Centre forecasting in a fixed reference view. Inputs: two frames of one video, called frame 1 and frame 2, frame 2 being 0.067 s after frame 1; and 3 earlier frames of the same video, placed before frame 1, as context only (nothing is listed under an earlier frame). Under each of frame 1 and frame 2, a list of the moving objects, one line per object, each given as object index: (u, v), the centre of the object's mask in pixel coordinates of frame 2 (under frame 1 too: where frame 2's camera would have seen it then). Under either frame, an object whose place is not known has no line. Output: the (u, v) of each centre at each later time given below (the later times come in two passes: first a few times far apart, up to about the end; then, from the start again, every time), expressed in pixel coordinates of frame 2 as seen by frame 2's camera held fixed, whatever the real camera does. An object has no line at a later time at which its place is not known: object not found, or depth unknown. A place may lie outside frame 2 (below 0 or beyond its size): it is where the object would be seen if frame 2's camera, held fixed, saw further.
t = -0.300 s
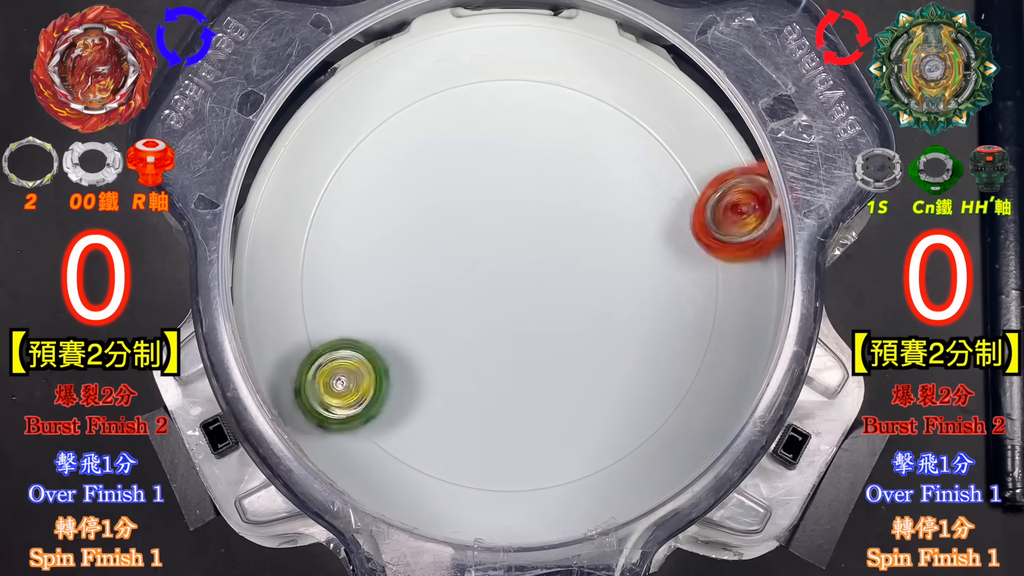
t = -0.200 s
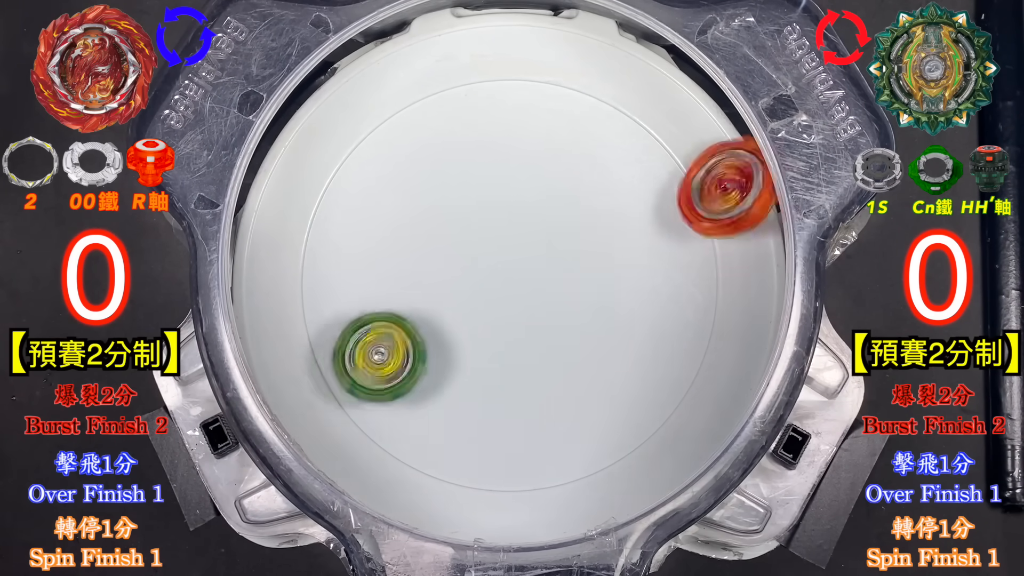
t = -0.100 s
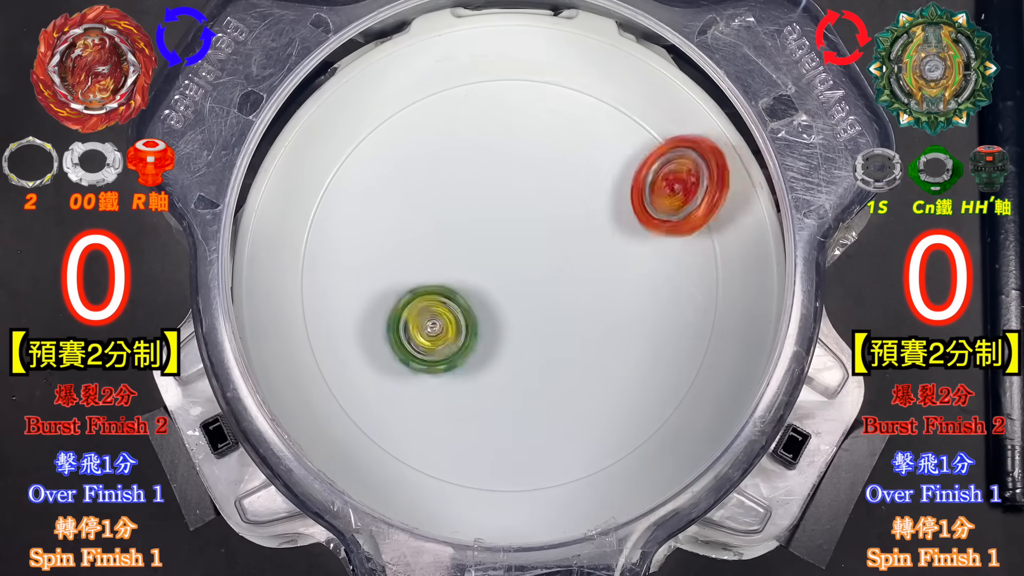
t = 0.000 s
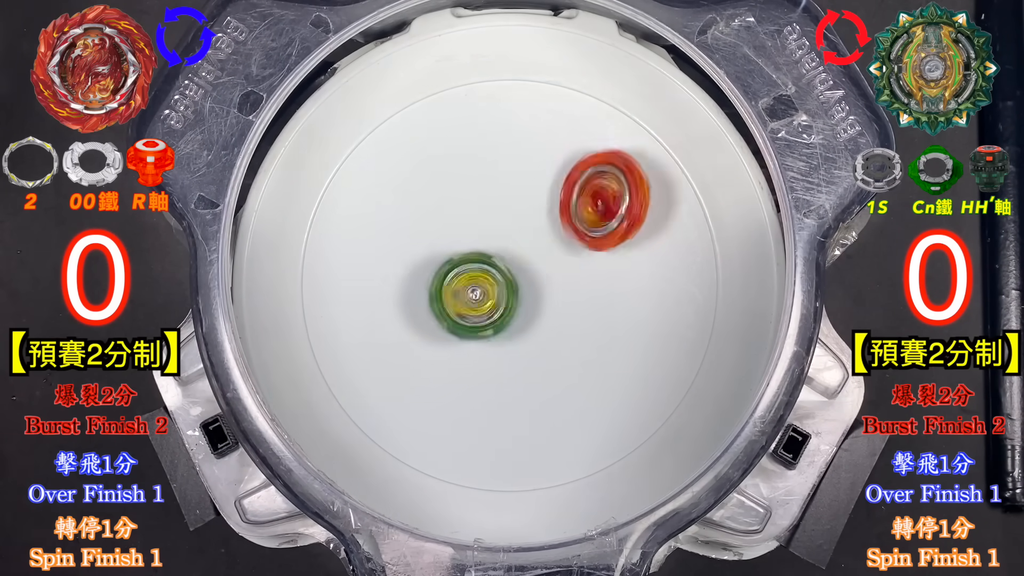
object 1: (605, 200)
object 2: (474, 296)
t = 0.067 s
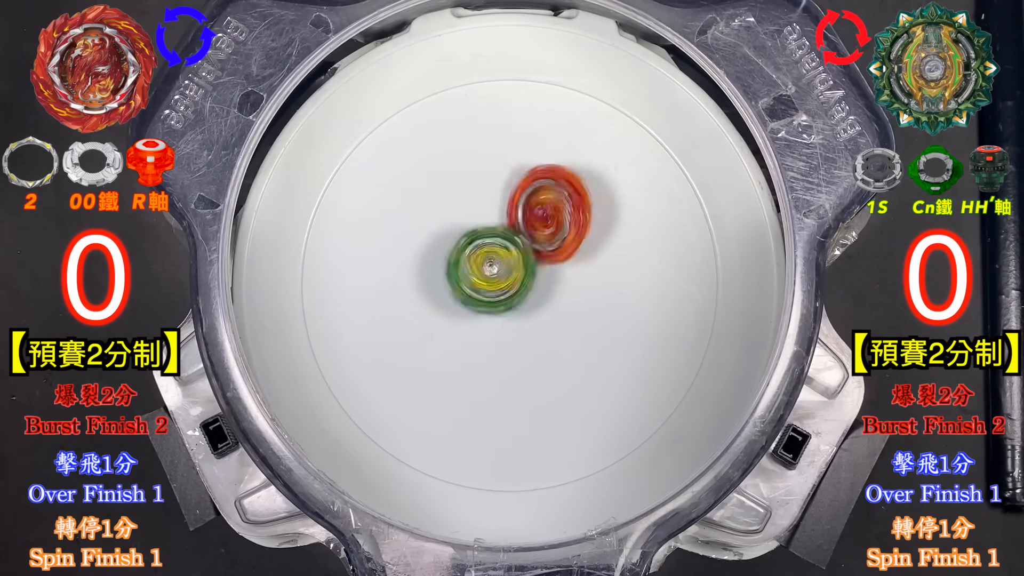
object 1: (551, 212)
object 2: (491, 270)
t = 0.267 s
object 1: (509, 167)
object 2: (414, 328)
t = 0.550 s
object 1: (460, 221)
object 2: (494, 365)
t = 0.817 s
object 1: (449, 257)
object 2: (580, 259)
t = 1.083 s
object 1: (429, 311)
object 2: (539, 171)
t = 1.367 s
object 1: (453, 365)
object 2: (471, 264)
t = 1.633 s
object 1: (516, 416)
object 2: (543, 298)
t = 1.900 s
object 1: (583, 378)
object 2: (563, 249)
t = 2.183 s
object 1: (604, 296)
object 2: (497, 271)
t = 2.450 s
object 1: (567, 227)
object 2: (501, 328)
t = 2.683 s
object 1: (506, 206)
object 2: (544, 300)
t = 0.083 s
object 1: (548, 205)
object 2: (484, 272)
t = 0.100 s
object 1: (545, 197)
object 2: (474, 274)
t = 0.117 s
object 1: (543, 188)
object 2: (465, 280)
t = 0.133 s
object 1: (540, 183)
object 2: (458, 283)
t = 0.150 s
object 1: (537, 177)
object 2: (449, 289)
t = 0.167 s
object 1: (534, 173)
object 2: (443, 297)
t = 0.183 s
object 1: (531, 170)
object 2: (436, 301)
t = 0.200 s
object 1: (528, 168)
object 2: (429, 307)
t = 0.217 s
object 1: (525, 167)
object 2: (425, 312)
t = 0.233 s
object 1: (520, 167)
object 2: (419, 317)
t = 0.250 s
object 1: (514, 167)
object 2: (415, 323)
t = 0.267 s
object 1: (509, 167)
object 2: (414, 328)
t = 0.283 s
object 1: (503, 169)
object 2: (411, 335)
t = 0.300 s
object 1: (498, 171)
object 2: (412, 342)
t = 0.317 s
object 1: (493, 175)
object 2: (412, 345)
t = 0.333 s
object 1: (488, 176)
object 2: (412, 352)
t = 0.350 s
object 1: (483, 180)
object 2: (417, 357)
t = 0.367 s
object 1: (479, 183)
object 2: (419, 360)
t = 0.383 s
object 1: (476, 186)
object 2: (424, 366)
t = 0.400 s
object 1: (472, 189)
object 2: (430, 368)
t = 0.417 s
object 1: (470, 192)
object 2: (434, 371)
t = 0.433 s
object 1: (467, 196)
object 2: (442, 374)
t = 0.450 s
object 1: (465, 199)
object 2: (448, 374)
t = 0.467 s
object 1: (464, 203)
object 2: (455, 376)
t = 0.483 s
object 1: (462, 206)
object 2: (464, 375)
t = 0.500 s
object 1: (462, 210)
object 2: (470, 374)
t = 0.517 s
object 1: (461, 213)
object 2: (480, 373)
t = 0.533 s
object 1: (461, 217)
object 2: (487, 368)
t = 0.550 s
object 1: (460, 221)
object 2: (494, 365)
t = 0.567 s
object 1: (461, 225)
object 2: (503, 359)
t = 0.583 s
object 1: (460, 228)
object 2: (508, 353)
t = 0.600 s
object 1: (461, 231)
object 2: (516, 348)
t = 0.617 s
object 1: (462, 235)
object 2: (522, 339)
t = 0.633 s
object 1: (462, 238)
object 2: (527, 333)
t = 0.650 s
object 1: (463, 242)
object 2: (534, 324)
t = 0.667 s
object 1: (463, 245)
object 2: (536, 316)
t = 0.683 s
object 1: (464, 248)
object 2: (541, 309)
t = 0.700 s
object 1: (464, 251)
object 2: (544, 299)
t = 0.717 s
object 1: (464, 254)
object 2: (548, 294)
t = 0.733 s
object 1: (461, 252)
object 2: (555, 288)
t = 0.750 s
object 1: (458, 252)
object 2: (561, 283)
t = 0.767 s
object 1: (454, 252)
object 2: (568, 279)
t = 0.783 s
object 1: (452, 253)
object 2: (572, 272)
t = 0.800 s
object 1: (450, 254)
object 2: (575, 267)
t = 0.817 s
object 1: (449, 257)
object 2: (580, 259)
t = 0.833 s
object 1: (448, 259)
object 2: (580, 252)
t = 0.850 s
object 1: (446, 262)
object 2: (582, 246)
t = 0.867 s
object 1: (444, 265)
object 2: (582, 238)
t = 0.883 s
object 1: (444, 268)
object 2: (581, 232)
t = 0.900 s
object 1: (441, 270)
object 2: (580, 224)
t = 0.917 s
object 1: (441, 273)
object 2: (577, 217)
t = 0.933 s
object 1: (439, 277)
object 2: (576, 212)
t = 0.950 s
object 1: (438, 281)
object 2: (573, 204)
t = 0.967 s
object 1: (436, 284)
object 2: (570, 200)
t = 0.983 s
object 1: (435, 287)
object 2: (568, 193)
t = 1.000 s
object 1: (433, 292)
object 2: (563, 189)
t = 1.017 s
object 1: (432, 296)
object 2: (560, 184)
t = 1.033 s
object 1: (430, 300)
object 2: (555, 179)
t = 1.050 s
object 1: (430, 303)
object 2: (551, 177)
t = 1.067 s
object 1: (428, 307)
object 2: (546, 172)
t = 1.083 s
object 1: (429, 311)
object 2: (539, 171)
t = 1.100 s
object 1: (427, 315)
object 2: (534, 171)
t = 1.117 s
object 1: (428, 318)
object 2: (526, 170)
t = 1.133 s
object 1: (427, 322)
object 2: (521, 173)
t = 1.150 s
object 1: (428, 326)
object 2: (514, 173)
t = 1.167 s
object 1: (428, 329)
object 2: (507, 178)
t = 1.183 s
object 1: (429, 332)
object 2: (502, 180)
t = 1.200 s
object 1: (429, 336)
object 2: (495, 185)
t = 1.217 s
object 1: (432, 339)
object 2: (491, 192)
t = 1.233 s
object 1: (432, 343)
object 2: (486, 197)
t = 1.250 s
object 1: (435, 345)
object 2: (482, 206)
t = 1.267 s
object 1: (436, 349)
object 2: (479, 212)
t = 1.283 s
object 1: (440, 351)
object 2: (475, 221)
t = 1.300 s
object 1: (441, 354)
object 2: (474, 230)
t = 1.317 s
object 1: (445, 357)
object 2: (471, 237)
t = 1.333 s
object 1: (447, 360)
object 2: (471, 247)
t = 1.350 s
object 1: (451, 362)
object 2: (471, 254)
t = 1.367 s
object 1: (453, 365)
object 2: (471, 264)
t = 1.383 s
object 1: (458, 367)
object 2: (474, 272)
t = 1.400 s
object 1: (460, 370)
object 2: (474, 279)
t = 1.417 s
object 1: (462, 377)
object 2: (479, 282)
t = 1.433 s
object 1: (464, 386)
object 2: (482, 282)
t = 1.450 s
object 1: (468, 392)
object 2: (488, 285)
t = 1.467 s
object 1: (472, 399)
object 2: (493, 286)
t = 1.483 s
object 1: (477, 404)
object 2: (497, 289)
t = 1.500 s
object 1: (481, 407)
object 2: (503, 290)
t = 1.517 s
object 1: (486, 410)
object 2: (506, 291)
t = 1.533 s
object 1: (490, 412)
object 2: (513, 293)
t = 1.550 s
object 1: (495, 414)
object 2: (517, 294)
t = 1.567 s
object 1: (499, 415)
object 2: (522, 297)
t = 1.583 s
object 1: (504, 416)
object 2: (529, 296)
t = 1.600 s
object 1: (507, 416)
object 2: (533, 298)
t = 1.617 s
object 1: (512, 416)
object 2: (540, 298)
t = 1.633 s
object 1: (516, 416)
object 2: (543, 298)
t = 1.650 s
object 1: (521, 416)
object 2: (550, 298)
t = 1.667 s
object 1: (525, 415)
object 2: (554, 295)
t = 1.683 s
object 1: (530, 415)
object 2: (559, 295)
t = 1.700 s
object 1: (534, 414)
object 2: (563, 291)
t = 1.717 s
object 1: (538, 413)
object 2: (566, 289)
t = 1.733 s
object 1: (543, 411)
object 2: (571, 284)
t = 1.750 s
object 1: (547, 409)
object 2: (572, 281)
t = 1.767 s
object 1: (552, 406)
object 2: (575, 277)
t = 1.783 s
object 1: (556, 404)
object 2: (575, 272)
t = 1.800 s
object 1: (561, 401)
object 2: (576, 269)
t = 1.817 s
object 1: (564, 398)
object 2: (574, 264)
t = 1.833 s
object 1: (569, 394)
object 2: (573, 262)
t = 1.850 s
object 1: (572, 391)
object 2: (572, 257)
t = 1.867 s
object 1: (576, 387)
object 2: (569, 255)
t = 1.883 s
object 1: (579, 383)
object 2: (567, 251)
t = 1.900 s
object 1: (583, 378)
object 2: (563, 249)
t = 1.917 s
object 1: (585, 374)
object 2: (561, 246)
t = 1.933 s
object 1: (589, 369)
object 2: (555, 245)
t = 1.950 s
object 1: (591, 364)
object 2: (552, 244)
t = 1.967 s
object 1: (594, 360)
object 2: (547, 242)
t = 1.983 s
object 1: (595, 354)
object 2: (543, 243)
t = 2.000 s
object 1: (597, 349)
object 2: (538, 242)
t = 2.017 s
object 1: (599, 343)
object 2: (533, 245)
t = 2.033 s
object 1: (600, 339)
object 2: (529, 245)
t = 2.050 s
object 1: (602, 333)
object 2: (524, 247)
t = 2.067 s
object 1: (603, 329)
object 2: (521, 249)
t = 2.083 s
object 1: (604, 323)
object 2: (515, 251)
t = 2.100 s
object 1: (604, 319)
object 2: (512, 254)
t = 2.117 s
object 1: (604, 314)
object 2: (507, 257)
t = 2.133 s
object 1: (604, 309)
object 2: (505, 261)
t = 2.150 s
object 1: (604, 305)
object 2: (502, 264)
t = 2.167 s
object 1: (603, 300)
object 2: (499, 269)
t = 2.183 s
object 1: (604, 296)
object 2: (497, 271)
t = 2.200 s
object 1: (603, 290)
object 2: (495, 277)
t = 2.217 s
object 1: (602, 286)
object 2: (494, 280)
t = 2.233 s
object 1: (601, 281)
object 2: (491, 285)
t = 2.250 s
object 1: (600, 277)
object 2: (492, 288)
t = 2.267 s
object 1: (599, 272)
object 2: (489, 292)
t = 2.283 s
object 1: (597, 268)
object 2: (490, 296)
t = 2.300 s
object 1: (595, 263)
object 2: (489, 299)
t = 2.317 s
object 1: (593, 260)
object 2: (490, 304)
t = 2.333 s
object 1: (591, 255)
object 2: (490, 306)
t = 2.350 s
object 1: (588, 251)
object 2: (491, 311)
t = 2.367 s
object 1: (586, 247)
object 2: (492, 313)
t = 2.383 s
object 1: (582, 243)
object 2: (494, 318)
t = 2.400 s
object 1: (580, 239)
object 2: (496, 320)
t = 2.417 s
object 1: (575, 235)
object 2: (497, 324)
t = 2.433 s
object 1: (572, 232)
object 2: (500, 325)
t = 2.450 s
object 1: (567, 227)
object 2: (501, 328)
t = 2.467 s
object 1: (564, 225)
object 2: (506, 330)
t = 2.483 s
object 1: (559, 222)
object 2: (507, 331)
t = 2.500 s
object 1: (555, 220)
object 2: (512, 333)
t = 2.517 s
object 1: (550, 216)
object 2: (515, 332)
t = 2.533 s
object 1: (546, 215)
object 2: (520, 333)
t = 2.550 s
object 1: (542, 213)
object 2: (523, 330)
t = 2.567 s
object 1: (537, 211)
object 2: (527, 330)
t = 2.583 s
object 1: (534, 210)
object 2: (531, 326)
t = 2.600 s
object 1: (528, 209)
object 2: (534, 324)
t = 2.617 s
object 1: (525, 208)
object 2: (537, 319)
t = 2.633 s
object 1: (519, 206)
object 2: (538, 316)
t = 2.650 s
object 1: (516, 207)
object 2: (541, 310)
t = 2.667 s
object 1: (510, 205)
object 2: (541, 306)
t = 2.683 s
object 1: (506, 206)
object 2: (544, 300)
